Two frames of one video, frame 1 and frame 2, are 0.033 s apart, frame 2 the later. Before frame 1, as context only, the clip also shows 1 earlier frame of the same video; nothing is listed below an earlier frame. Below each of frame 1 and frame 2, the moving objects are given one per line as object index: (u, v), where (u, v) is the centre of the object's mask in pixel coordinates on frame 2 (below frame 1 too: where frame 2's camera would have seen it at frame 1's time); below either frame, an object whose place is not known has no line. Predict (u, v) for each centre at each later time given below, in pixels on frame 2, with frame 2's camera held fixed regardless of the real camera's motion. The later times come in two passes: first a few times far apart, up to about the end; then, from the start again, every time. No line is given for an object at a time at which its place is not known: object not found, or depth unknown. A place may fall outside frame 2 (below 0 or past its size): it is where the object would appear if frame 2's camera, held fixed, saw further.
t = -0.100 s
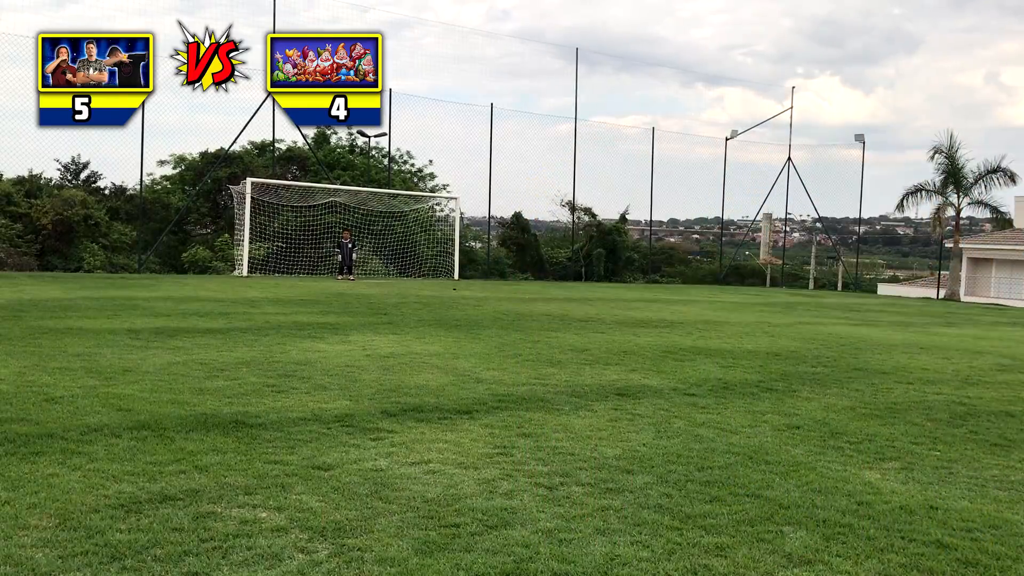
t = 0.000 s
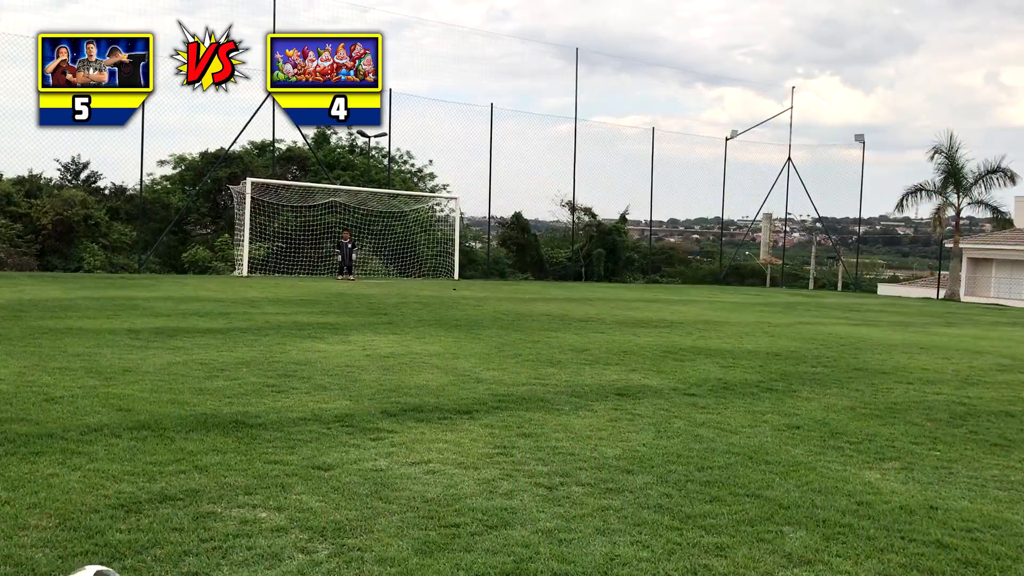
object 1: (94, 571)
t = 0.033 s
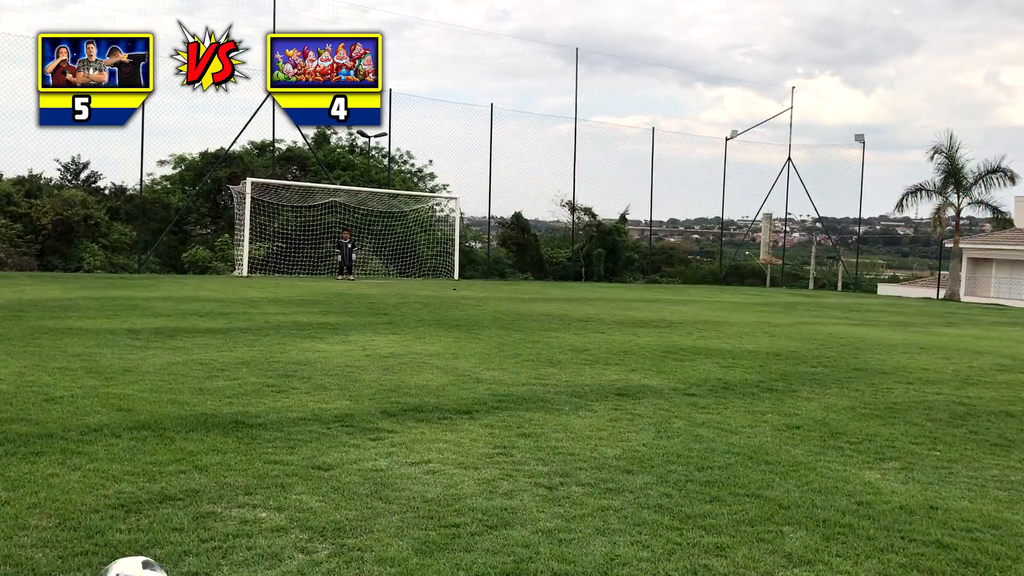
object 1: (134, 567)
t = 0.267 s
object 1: (306, 517)
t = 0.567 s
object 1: (424, 471)
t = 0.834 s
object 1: (494, 441)
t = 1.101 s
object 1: (547, 425)
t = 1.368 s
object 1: (590, 410)
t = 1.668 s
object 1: (630, 401)
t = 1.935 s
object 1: (659, 392)
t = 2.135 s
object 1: (677, 385)
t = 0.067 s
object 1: (168, 562)
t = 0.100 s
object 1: (197, 555)
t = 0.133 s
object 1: (223, 549)
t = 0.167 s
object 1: (247, 543)
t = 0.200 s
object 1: (271, 539)
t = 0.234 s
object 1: (289, 526)
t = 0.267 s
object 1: (306, 517)
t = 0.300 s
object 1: (322, 510)
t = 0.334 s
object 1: (337, 506)
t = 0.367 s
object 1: (352, 500)
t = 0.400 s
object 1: (365, 494)
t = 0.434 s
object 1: (378, 490)
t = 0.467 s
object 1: (390, 485)
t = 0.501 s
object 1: (401, 482)
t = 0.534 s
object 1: (413, 476)
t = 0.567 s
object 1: (424, 471)
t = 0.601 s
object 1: (434, 467)
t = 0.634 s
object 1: (443, 465)
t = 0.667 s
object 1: (452, 459)
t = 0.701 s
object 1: (461, 454)
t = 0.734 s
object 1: (469, 452)
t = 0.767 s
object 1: (477, 450)
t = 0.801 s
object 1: (485, 445)
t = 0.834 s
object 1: (494, 441)
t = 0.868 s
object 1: (501, 439)
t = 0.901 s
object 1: (508, 438)
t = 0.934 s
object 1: (515, 434)
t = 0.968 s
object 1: (522, 428)
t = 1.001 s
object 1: (528, 426)
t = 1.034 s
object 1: (534, 423)
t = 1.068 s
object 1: (540, 423)
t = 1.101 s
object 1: (547, 425)
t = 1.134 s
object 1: (553, 423)
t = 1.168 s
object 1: (559, 418)
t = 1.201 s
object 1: (565, 417)
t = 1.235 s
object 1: (570, 416)
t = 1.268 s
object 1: (575, 417)
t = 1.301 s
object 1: (580, 414)
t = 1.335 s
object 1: (585, 411)
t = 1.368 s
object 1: (590, 410)
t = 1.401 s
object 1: (595, 409)
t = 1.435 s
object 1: (600, 408)
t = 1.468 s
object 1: (604, 406)
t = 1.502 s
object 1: (609, 406)
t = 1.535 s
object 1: (613, 405)
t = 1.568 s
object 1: (617, 403)
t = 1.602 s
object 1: (622, 402)
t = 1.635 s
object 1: (626, 401)
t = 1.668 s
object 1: (630, 401)
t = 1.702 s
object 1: (634, 400)
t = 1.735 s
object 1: (638, 397)
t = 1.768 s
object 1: (642, 396)
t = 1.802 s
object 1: (645, 395)
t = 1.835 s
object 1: (649, 394)
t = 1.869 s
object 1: (653, 393)
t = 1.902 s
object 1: (656, 393)
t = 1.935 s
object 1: (659, 392)
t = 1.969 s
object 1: (662, 390)
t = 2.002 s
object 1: (665, 388)
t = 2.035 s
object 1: (668, 388)
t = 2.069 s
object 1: (671, 387)
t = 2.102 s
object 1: (674, 386)
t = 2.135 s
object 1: (677, 385)
